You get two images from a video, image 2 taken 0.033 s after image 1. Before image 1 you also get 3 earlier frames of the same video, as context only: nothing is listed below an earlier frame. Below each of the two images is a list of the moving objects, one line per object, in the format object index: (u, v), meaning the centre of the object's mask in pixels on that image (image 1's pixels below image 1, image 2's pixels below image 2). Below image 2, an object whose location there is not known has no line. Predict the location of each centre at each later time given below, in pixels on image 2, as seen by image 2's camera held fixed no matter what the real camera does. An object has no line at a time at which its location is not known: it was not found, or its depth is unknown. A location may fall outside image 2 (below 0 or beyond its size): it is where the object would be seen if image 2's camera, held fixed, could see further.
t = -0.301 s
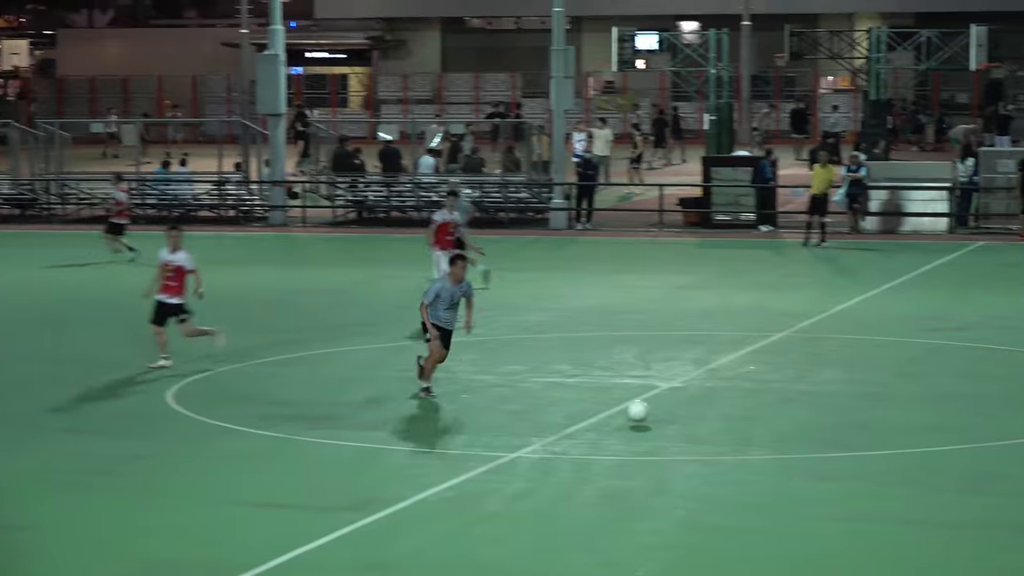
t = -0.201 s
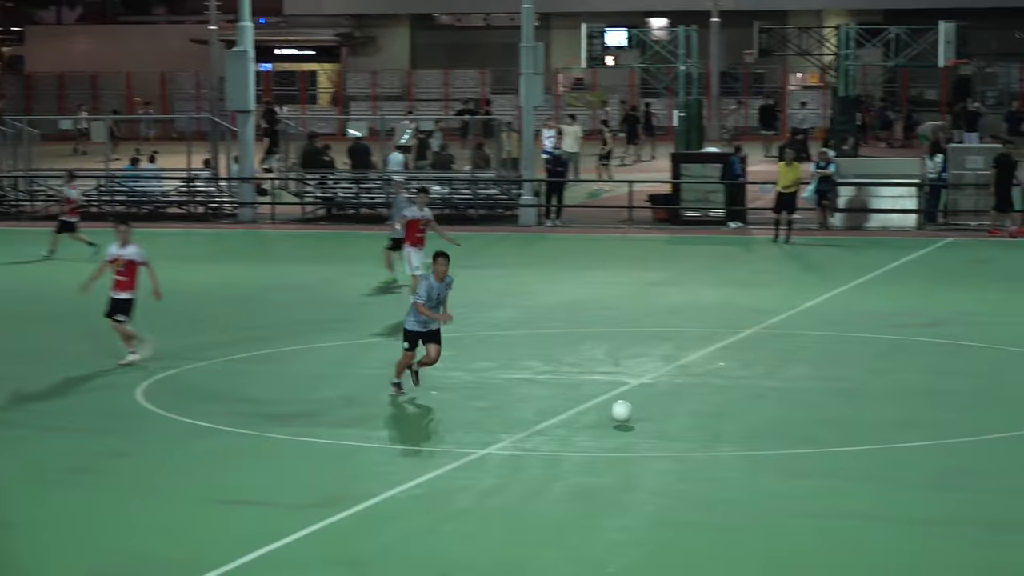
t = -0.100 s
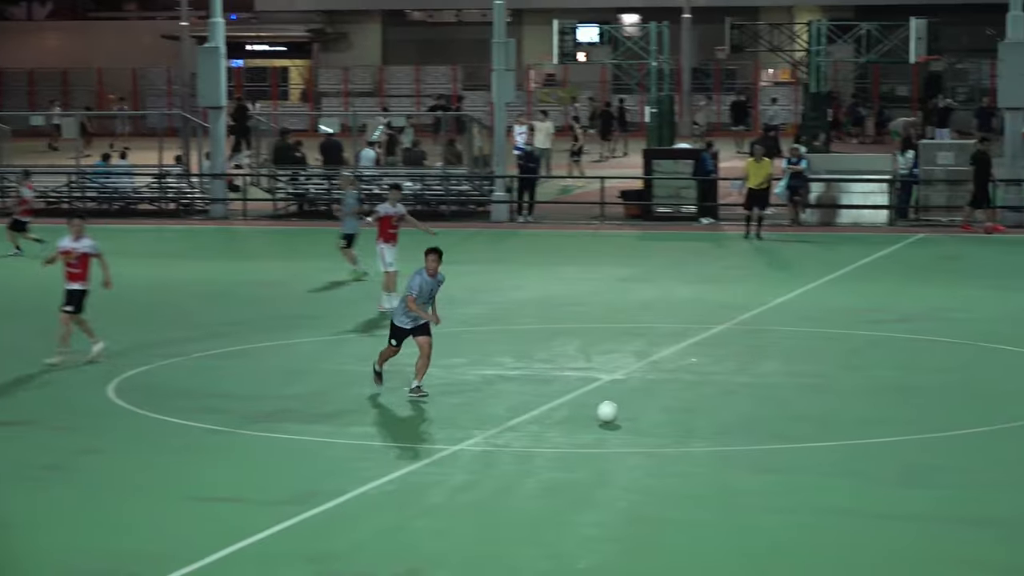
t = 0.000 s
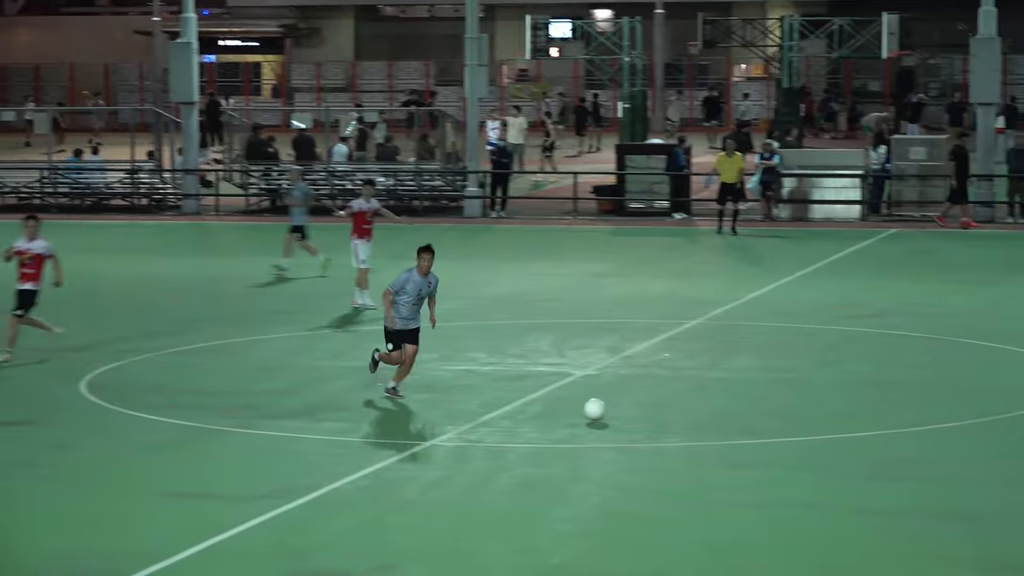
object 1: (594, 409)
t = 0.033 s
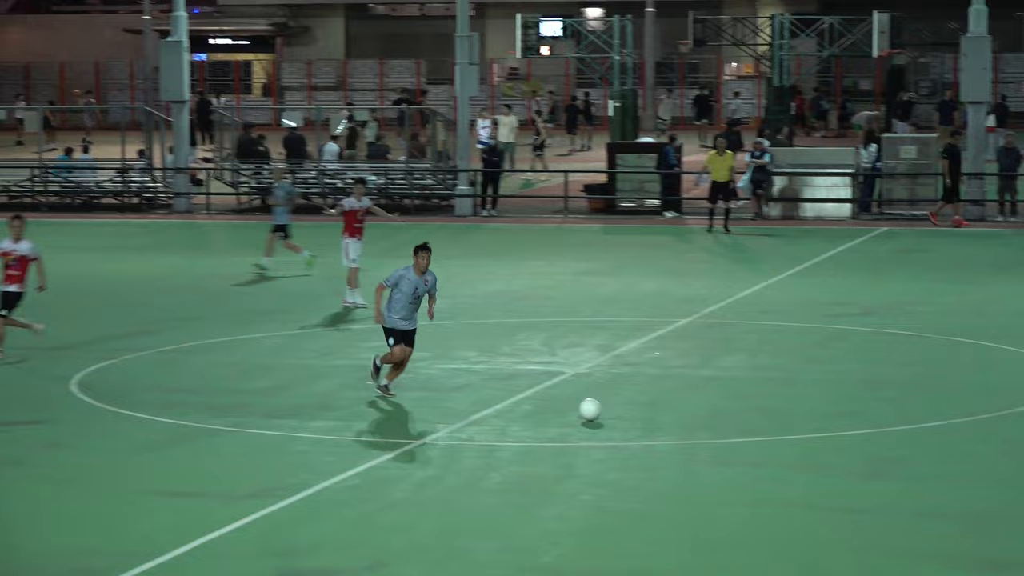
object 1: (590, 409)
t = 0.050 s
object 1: (592, 409)
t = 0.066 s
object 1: (594, 410)
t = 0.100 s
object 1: (598, 411)
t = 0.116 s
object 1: (601, 412)
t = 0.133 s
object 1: (603, 412)
